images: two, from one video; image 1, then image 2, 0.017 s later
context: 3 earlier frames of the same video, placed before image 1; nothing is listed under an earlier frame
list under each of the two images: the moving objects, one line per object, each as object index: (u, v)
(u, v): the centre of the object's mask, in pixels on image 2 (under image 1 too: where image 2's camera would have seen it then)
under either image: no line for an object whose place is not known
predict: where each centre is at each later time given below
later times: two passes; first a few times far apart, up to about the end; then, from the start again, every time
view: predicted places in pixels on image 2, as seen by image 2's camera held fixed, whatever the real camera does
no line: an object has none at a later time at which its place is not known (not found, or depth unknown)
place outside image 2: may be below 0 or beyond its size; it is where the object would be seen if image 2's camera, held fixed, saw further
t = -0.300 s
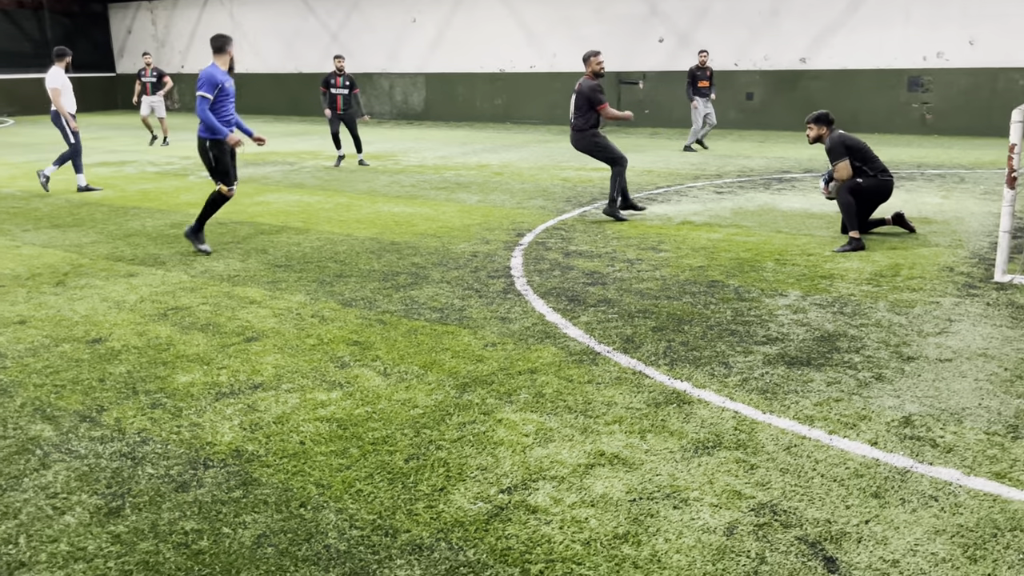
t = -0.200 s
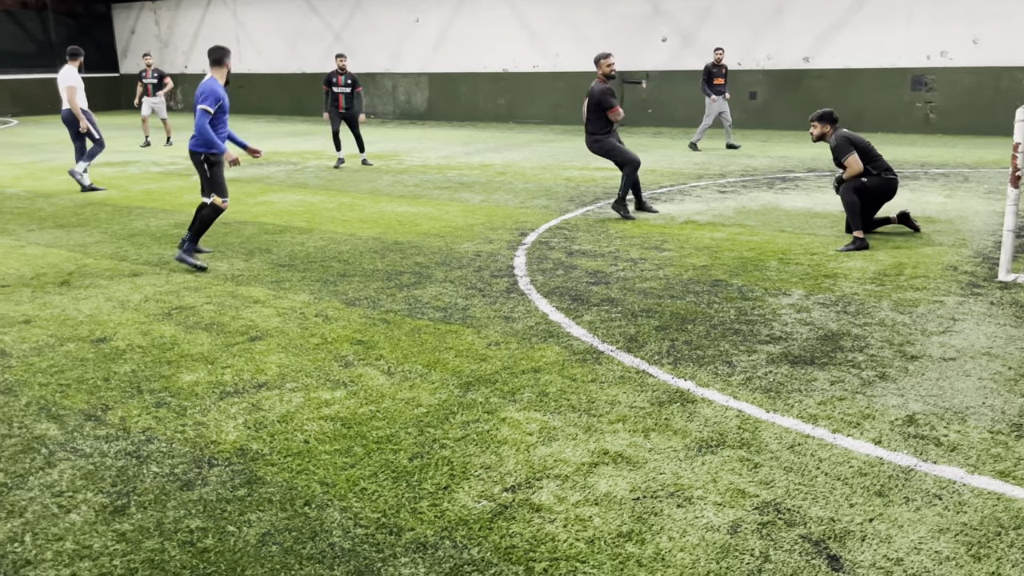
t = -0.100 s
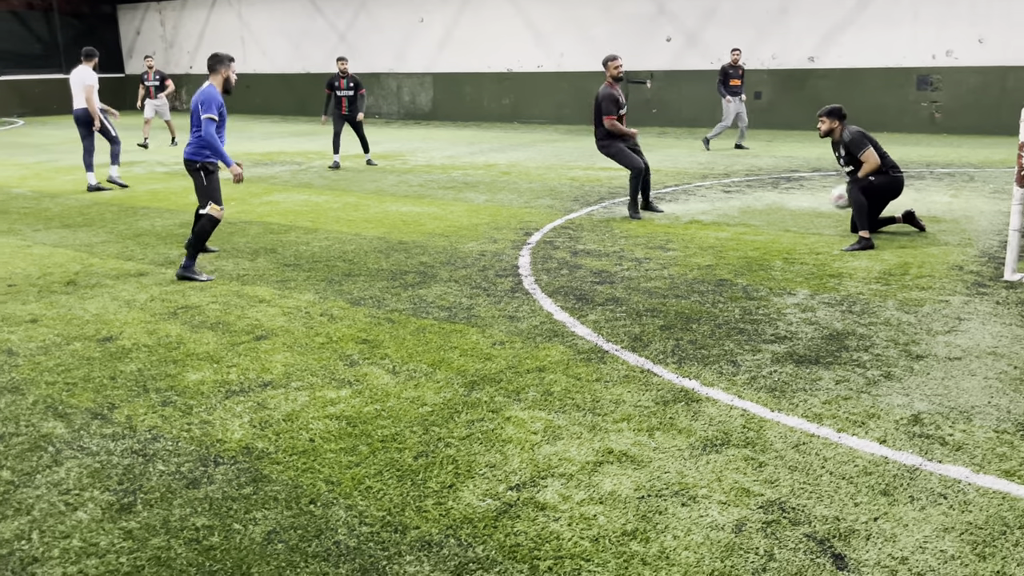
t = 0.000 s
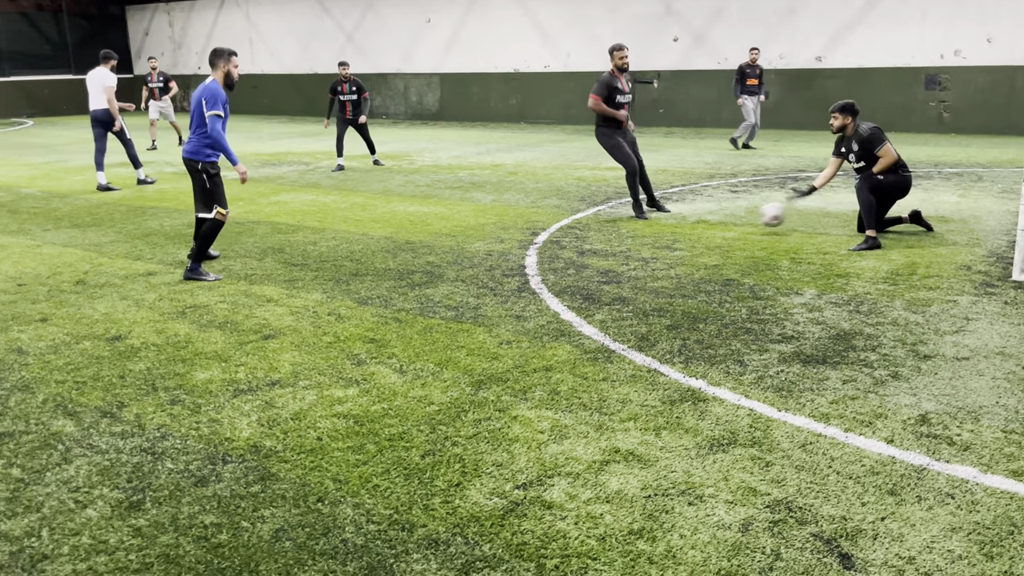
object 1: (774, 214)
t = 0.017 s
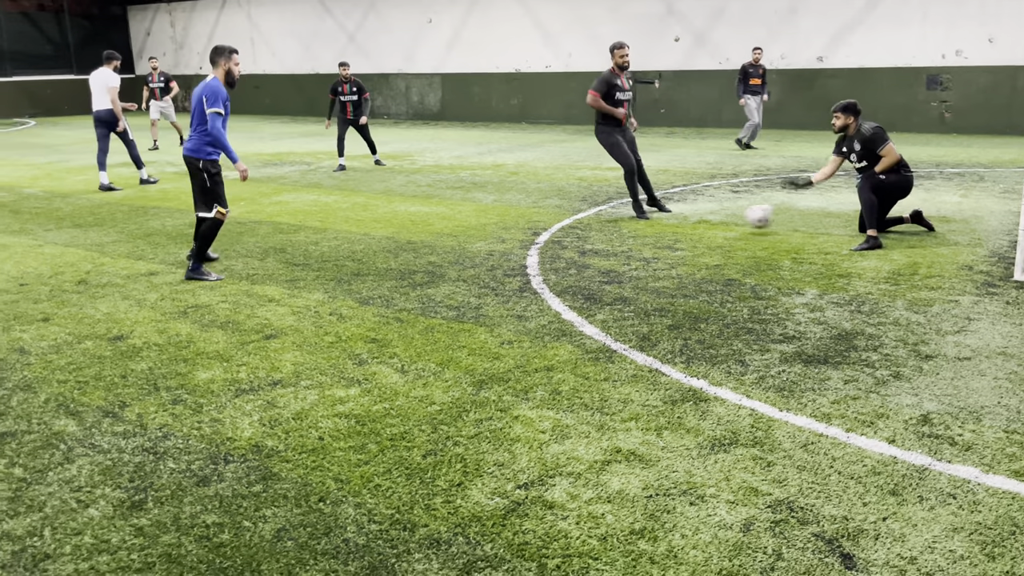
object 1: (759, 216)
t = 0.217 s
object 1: (590, 223)
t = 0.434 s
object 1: (422, 235)
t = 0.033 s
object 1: (744, 218)
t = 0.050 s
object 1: (727, 221)
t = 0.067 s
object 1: (712, 224)
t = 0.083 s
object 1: (697, 226)
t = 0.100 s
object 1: (683, 225)
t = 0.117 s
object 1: (670, 224)
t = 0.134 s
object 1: (658, 223)
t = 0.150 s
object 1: (644, 222)
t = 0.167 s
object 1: (631, 221)
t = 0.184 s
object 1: (617, 221)
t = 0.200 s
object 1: (604, 222)
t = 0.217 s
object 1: (590, 223)
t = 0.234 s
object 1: (578, 224)
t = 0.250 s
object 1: (564, 225)
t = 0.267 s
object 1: (550, 227)
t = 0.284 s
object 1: (538, 228)
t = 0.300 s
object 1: (523, 232)
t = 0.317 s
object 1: (509, 234)
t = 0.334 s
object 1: (496, 238)
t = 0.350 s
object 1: (483, 240)
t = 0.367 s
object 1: (470, 240)
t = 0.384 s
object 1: (459, 236)
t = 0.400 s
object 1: (447, 236)
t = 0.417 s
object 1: (434, 235)
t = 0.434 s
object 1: (422, 235)
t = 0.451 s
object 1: (410, 235)
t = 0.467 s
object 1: (397, 236)
